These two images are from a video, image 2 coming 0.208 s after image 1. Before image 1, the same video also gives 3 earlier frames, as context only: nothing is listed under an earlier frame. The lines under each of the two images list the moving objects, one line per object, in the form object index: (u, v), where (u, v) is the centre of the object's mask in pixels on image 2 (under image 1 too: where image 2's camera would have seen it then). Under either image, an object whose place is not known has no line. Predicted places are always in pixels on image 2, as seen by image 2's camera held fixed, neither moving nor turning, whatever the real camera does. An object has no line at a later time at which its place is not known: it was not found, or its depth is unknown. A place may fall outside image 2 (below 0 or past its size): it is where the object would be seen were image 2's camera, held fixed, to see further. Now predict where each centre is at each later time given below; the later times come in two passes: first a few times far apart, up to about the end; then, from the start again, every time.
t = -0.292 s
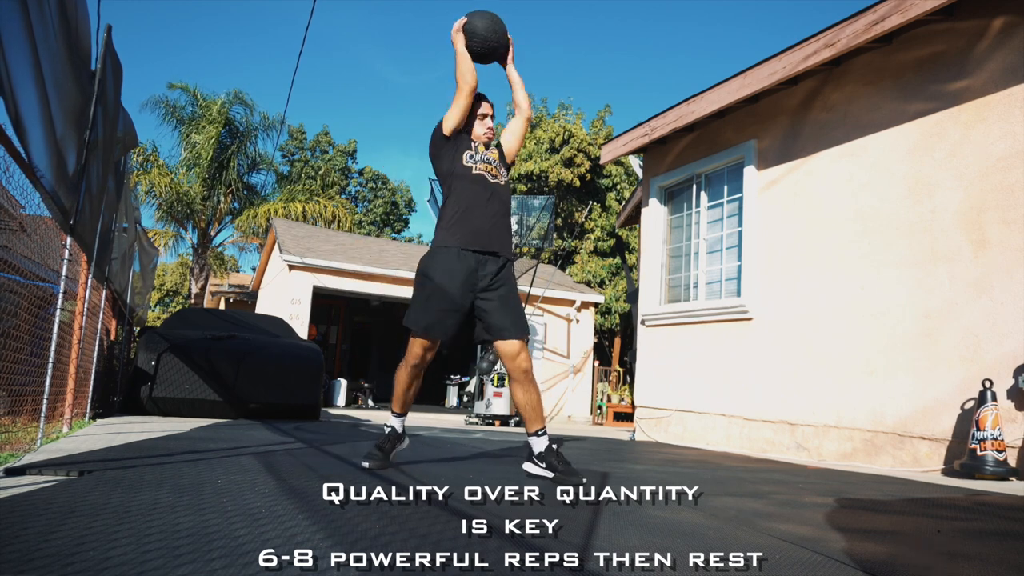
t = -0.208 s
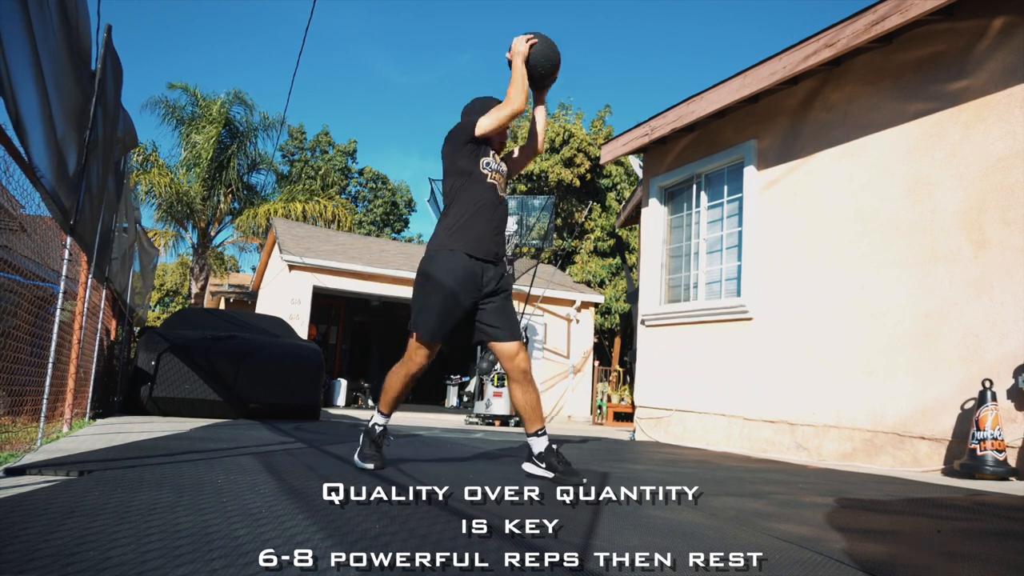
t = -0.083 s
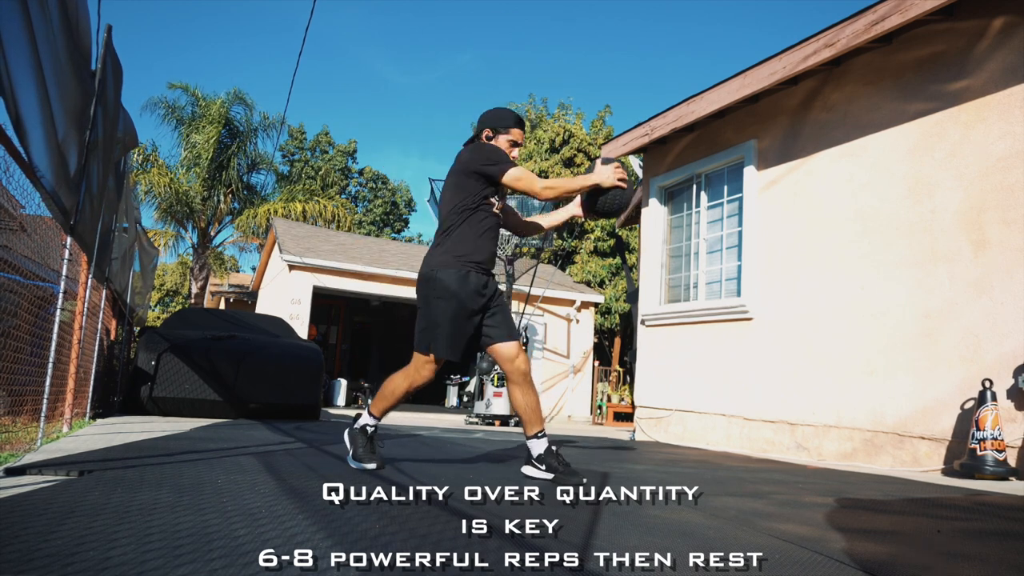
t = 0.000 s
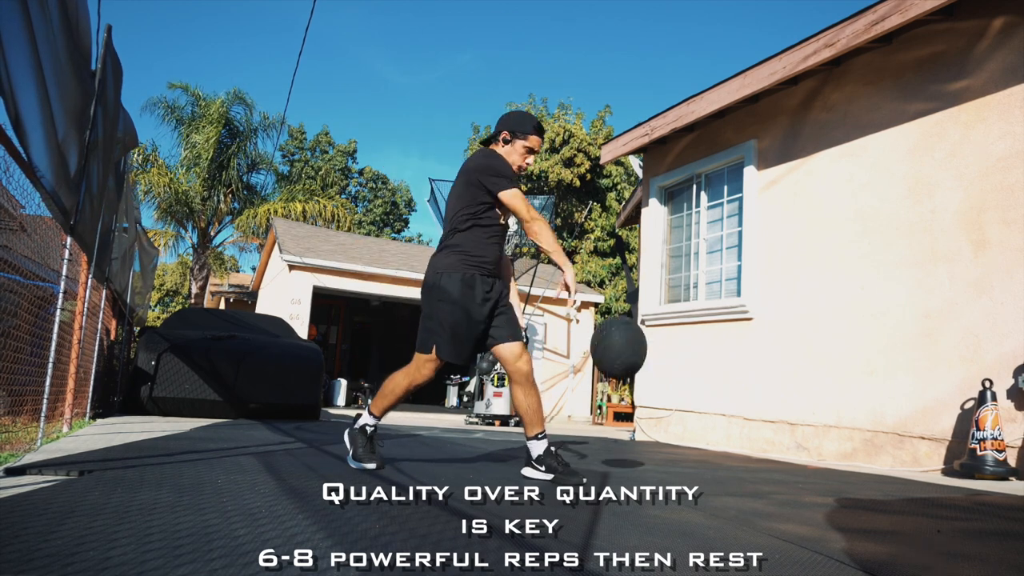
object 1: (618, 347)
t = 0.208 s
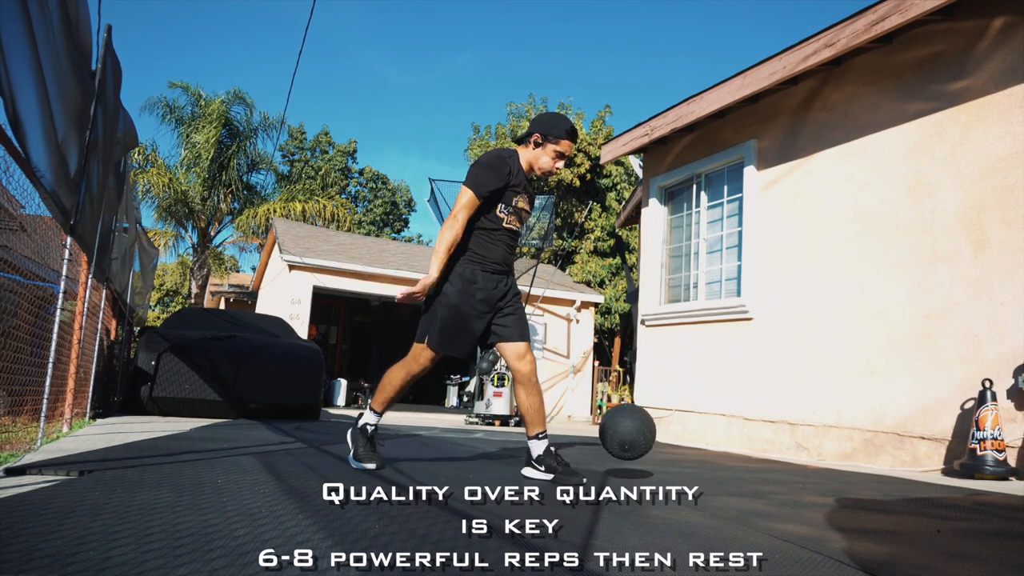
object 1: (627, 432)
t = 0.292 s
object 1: (629, 431)
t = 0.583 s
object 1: (631, 456)
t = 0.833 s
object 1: (629, 457)
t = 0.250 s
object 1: (628, 429)
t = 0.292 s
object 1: (629, 431)
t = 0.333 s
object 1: (630, 437)
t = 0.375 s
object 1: (630, 448)
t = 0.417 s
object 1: (630, 460)
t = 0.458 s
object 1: (631, 459)
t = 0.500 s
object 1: (631, 455)
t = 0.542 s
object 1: (631, 454)
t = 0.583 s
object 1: (631, 456)
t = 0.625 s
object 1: (631, 458)
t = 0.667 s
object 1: (630, 457)
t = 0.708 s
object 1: (630, 456)
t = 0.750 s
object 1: (630, 456)
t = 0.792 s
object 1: (630, 457)
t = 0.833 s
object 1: (629, 457)
